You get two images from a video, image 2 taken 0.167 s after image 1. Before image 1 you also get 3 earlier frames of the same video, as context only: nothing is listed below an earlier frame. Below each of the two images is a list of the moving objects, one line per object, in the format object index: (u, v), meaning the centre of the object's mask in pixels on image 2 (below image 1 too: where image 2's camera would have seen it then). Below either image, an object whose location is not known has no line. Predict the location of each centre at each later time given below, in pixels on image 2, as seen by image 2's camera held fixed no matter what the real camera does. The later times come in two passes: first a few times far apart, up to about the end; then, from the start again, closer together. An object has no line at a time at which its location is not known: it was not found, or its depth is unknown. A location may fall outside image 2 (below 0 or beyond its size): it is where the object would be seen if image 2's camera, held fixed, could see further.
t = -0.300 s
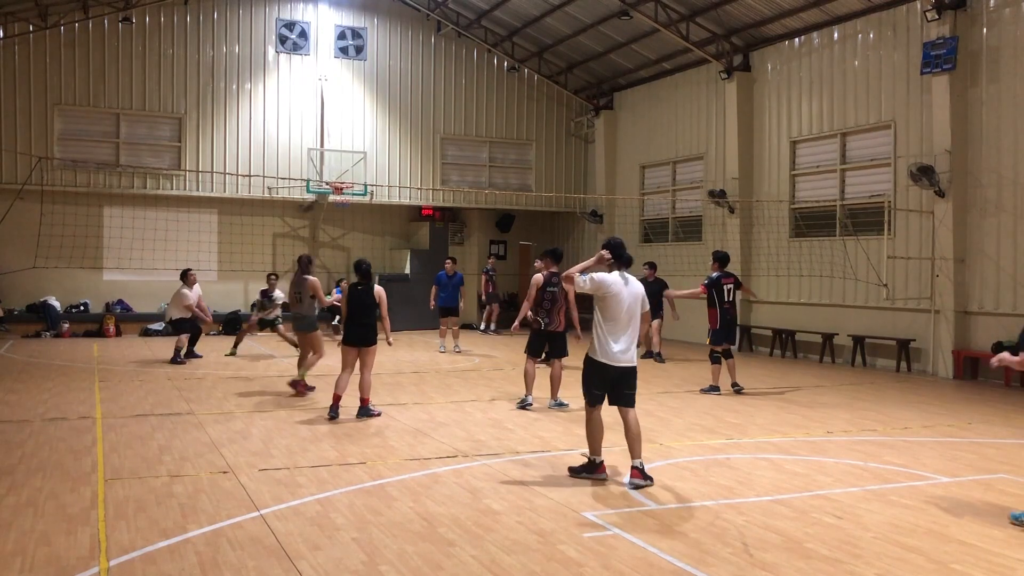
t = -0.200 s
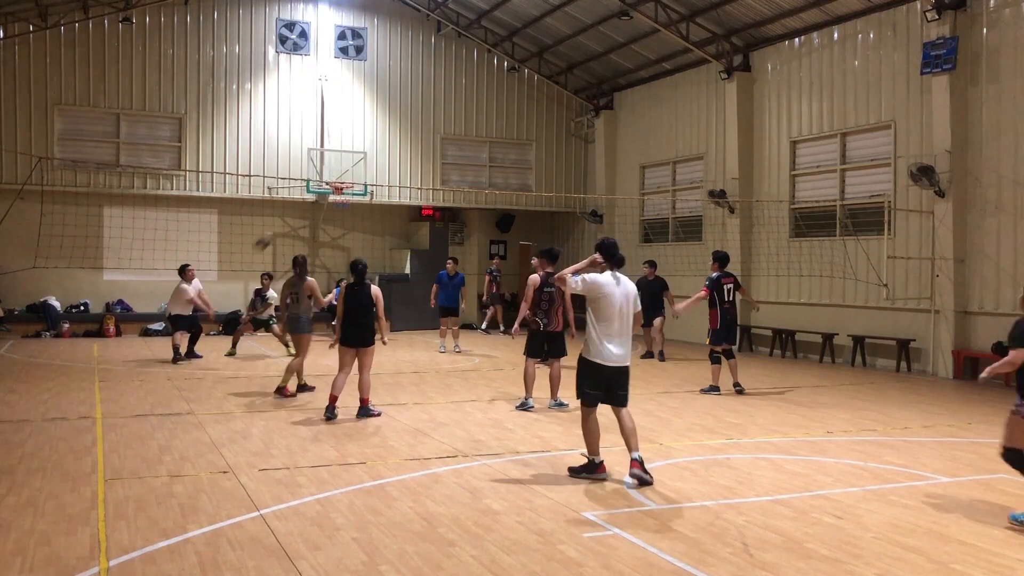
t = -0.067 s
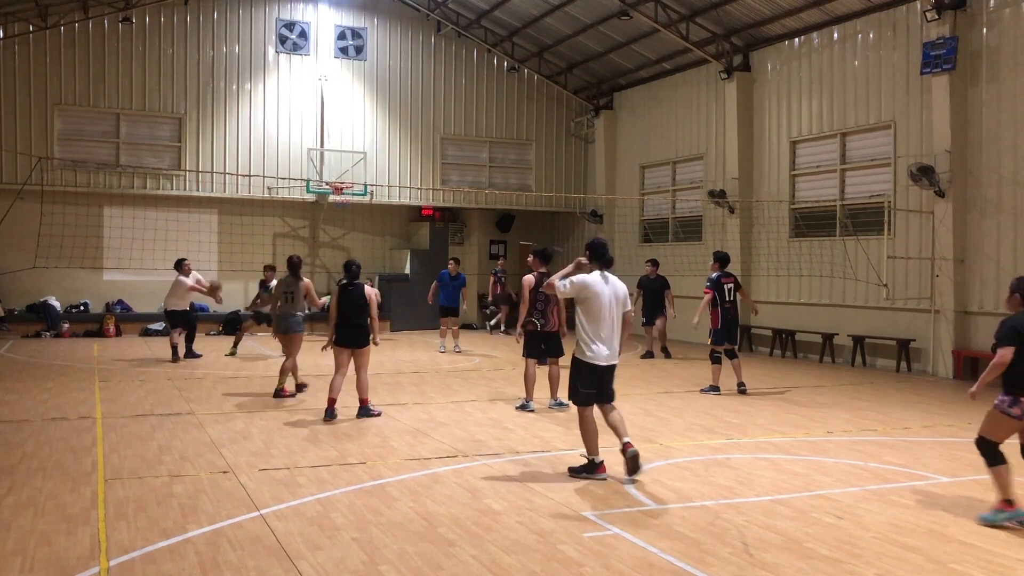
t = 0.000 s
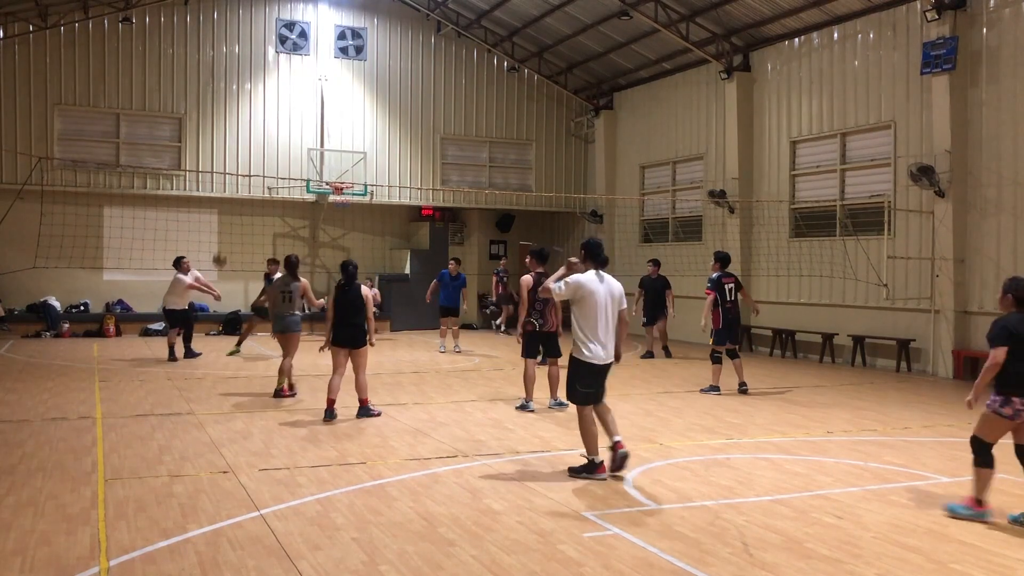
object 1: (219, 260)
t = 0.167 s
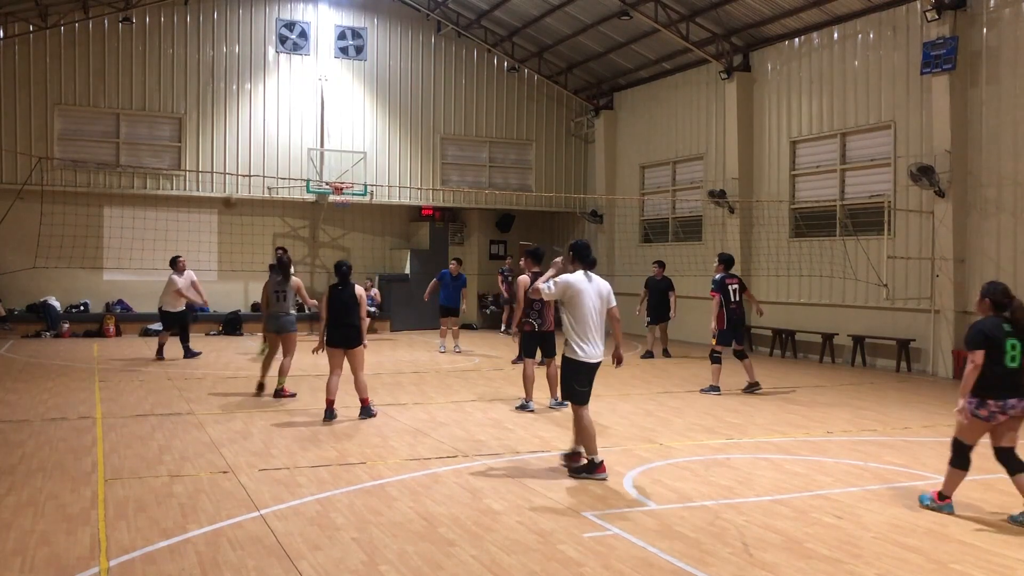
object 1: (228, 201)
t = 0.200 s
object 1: (231, 191)
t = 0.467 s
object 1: (249, 137)
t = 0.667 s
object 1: (263, 126)
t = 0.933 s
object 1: (281, 158)
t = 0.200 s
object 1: (231, 191)
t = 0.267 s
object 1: (236, 174)
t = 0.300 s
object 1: (238, 166)
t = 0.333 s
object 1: (241, 159)
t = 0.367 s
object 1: (243, 153)
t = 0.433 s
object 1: (247, 142)
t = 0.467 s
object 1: (249, 137)
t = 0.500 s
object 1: (252, 133)
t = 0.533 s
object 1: (254, 130)
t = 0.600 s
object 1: (258, 127)
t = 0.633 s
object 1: (261, 126)
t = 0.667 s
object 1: (263, 126)
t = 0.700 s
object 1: (264, 127)
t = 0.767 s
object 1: (269, 132)
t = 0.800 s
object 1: (271, 135)
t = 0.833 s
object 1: (274, 140)
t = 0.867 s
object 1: (276, 145)
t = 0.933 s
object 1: (281, 158)
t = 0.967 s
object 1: (283, 166)
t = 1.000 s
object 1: (285, 174)
